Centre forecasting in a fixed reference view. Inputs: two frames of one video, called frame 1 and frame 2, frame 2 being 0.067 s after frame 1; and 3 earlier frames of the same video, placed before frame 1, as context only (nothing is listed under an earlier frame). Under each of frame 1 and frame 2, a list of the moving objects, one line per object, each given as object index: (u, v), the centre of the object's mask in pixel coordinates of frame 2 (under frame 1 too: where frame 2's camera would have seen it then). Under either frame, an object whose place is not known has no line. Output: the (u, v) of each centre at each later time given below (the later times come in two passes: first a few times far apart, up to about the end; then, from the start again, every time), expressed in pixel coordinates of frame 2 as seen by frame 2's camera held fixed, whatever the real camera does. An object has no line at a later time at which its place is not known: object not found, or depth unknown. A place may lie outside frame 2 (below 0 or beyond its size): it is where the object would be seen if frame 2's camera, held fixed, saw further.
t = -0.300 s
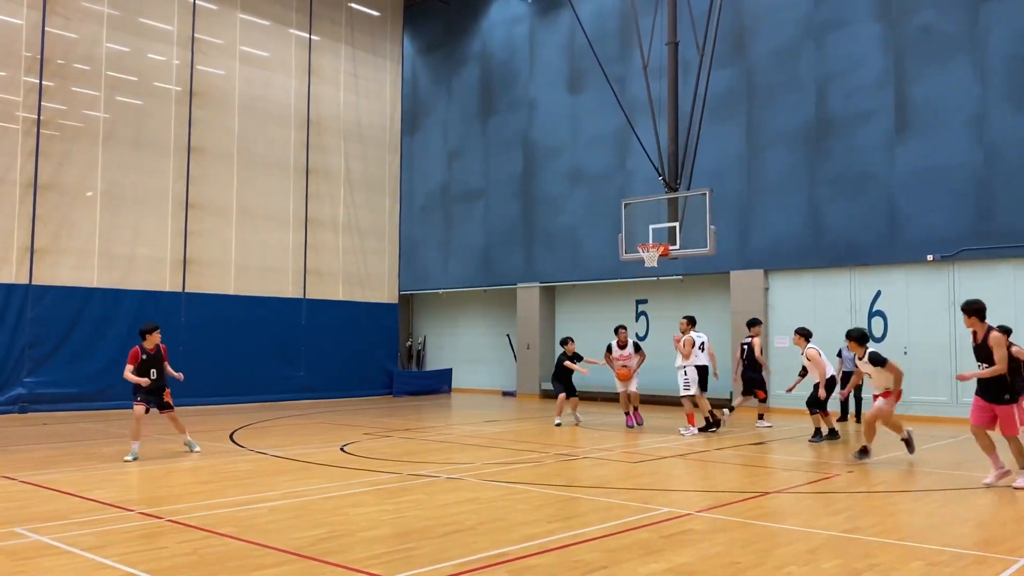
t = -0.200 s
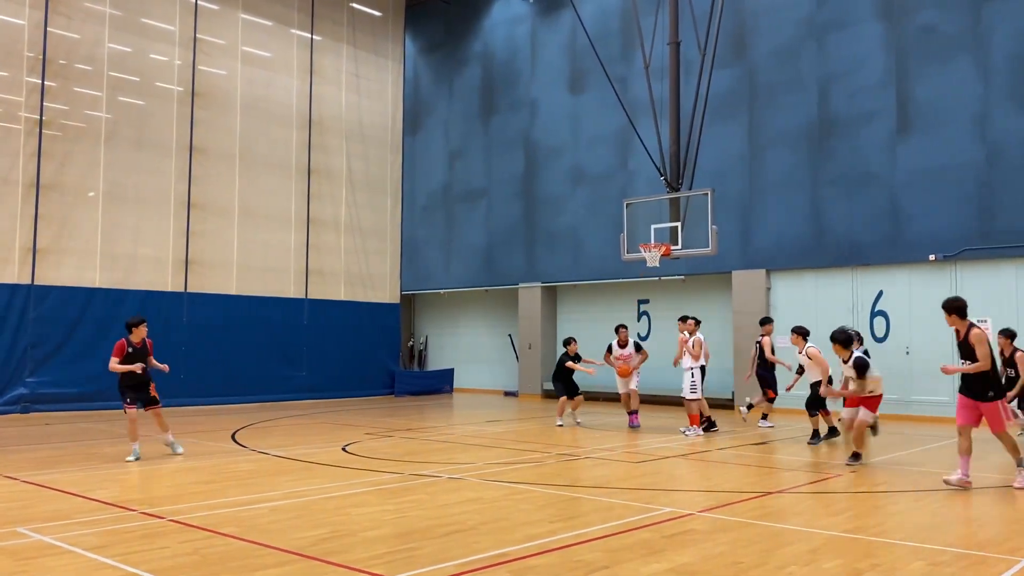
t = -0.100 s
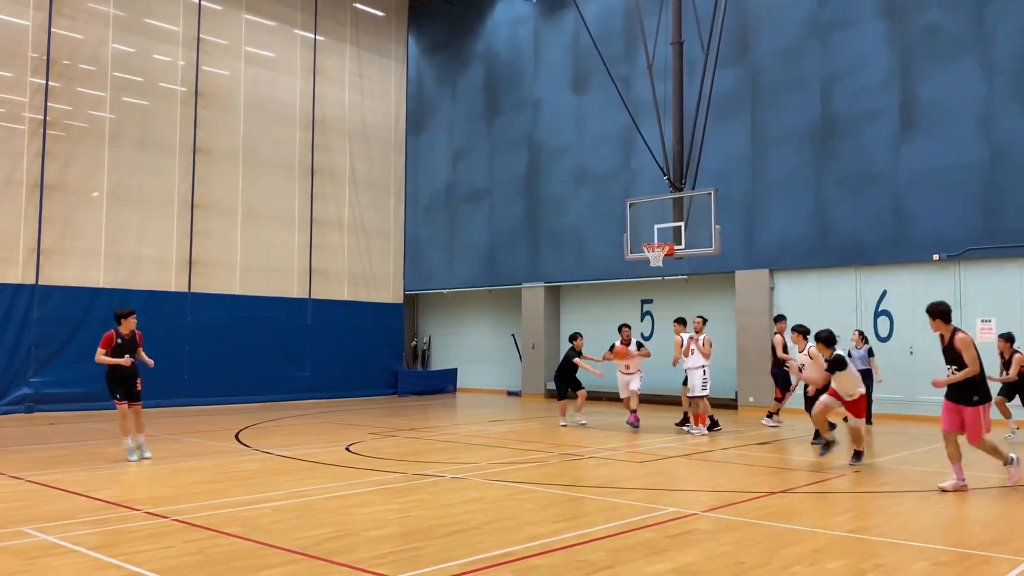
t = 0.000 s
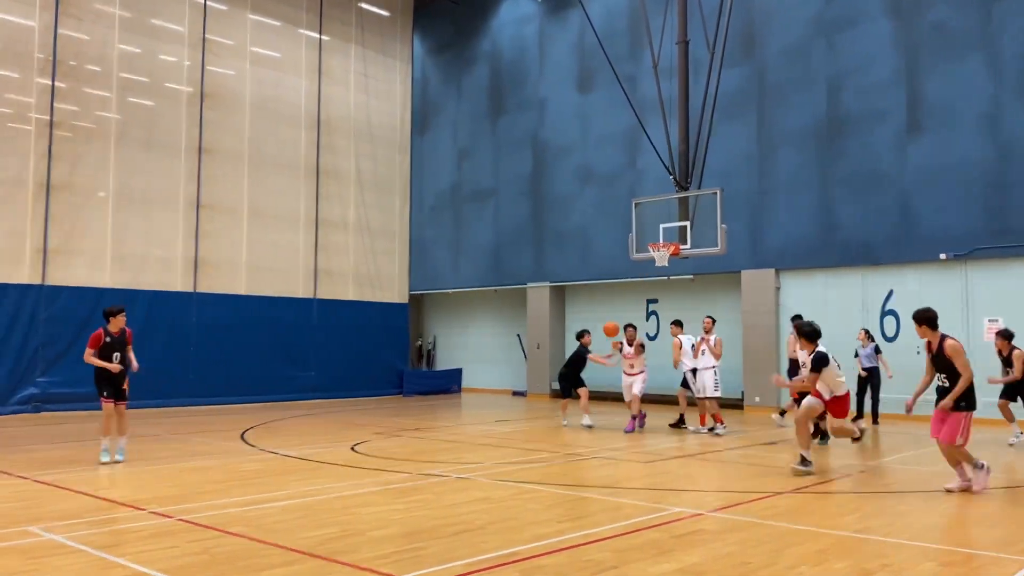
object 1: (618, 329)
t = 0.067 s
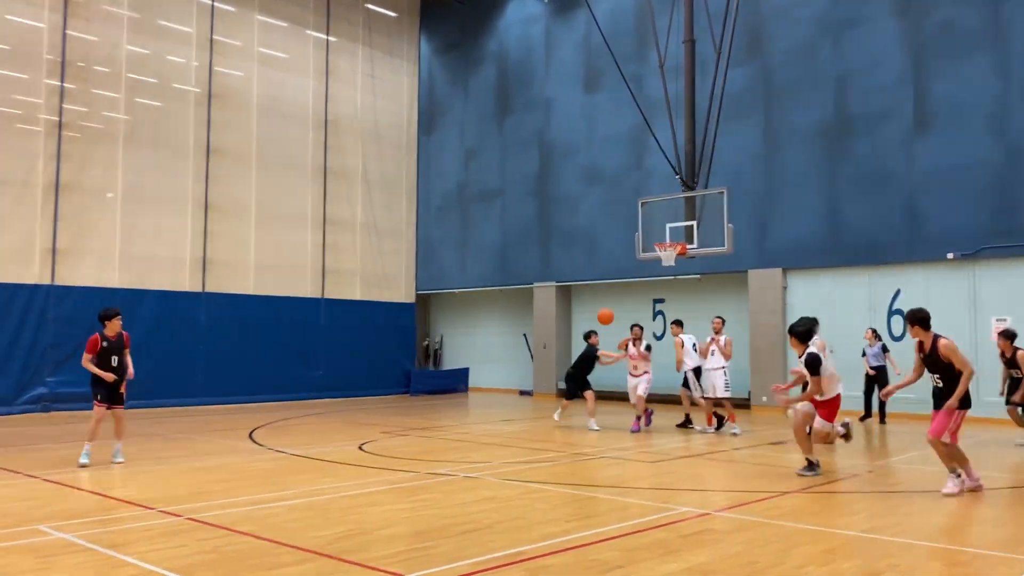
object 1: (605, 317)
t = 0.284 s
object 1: (559, 292)
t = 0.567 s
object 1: (468, 308)
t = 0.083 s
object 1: (602, 314)
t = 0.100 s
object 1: (599, 311)
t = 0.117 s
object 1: (596, 309)
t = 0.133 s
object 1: (593, 306)
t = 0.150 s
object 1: (588, 304)
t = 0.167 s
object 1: (584, 302)
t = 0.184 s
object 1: (582, 300)
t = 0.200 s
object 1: (578, 298)
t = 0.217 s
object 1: (574, 297)
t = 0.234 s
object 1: (571, 295)
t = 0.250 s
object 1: (567, 294)
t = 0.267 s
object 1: (563, 293)
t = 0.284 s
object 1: (559, 292)
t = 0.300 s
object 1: (554, 291)
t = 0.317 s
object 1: (550, 291)
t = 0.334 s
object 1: (546, 290)
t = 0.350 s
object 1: (541, 290)
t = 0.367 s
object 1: (536, 290)
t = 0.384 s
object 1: (532, 290)
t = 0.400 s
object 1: (526, 290)
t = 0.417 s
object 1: (522, 291)
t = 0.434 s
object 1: (516, 292)
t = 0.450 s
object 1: (511, 293)
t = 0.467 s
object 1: (505, 295)
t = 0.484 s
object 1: (500, 296)
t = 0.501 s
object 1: (493, 298)
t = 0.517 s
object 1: (488, 300)
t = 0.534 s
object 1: (481, 302)
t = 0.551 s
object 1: (475, 305)
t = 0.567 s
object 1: (468, 308)
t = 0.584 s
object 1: (461, 312)
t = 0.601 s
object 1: (454, 316)
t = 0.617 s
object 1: (448, 320)
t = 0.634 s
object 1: (440, 325)
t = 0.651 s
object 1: (433, 330)
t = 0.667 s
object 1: (425, 335)
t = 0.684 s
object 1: (417, 341)
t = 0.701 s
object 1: (408, 348)
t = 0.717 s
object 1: (399, 355)
